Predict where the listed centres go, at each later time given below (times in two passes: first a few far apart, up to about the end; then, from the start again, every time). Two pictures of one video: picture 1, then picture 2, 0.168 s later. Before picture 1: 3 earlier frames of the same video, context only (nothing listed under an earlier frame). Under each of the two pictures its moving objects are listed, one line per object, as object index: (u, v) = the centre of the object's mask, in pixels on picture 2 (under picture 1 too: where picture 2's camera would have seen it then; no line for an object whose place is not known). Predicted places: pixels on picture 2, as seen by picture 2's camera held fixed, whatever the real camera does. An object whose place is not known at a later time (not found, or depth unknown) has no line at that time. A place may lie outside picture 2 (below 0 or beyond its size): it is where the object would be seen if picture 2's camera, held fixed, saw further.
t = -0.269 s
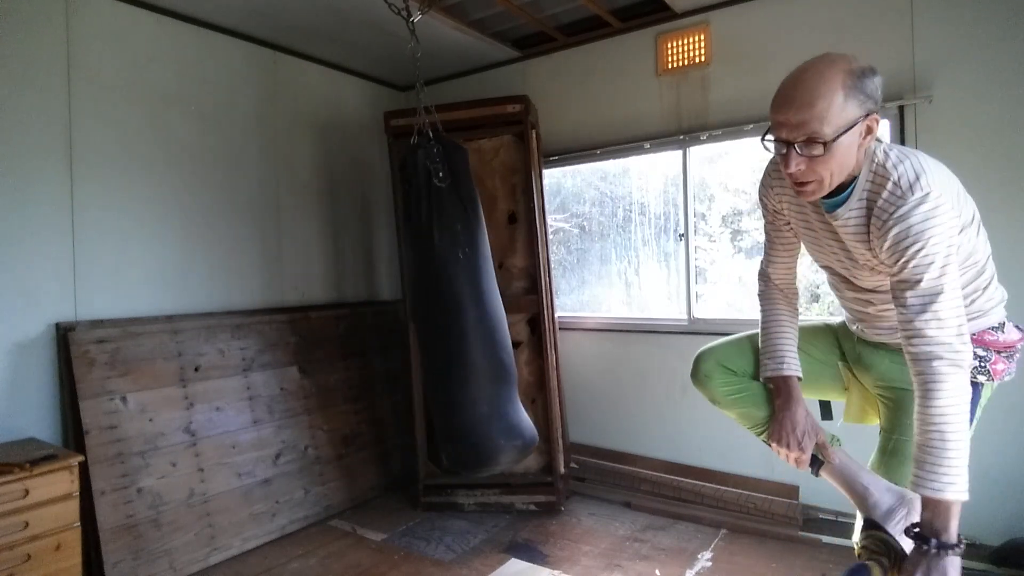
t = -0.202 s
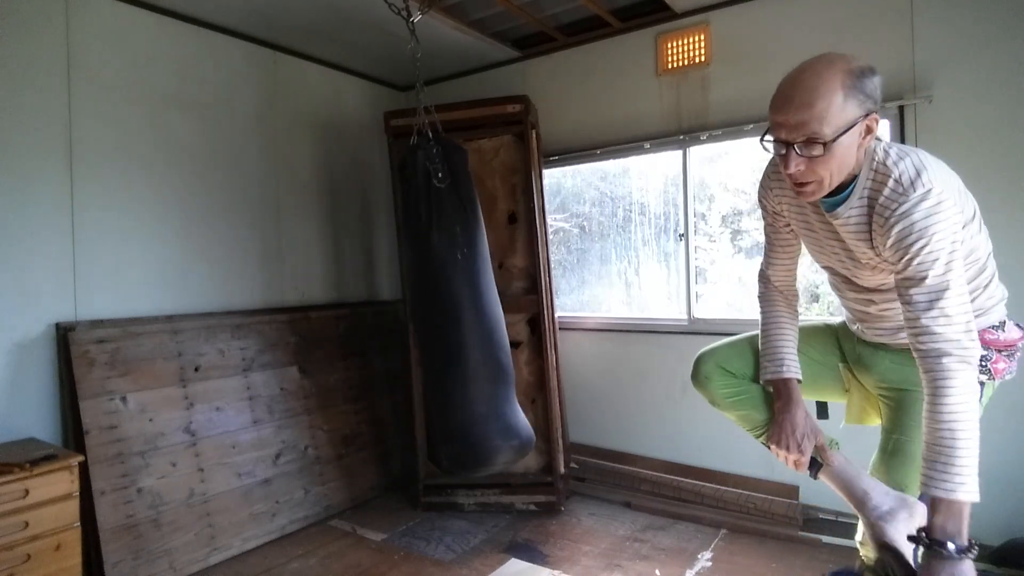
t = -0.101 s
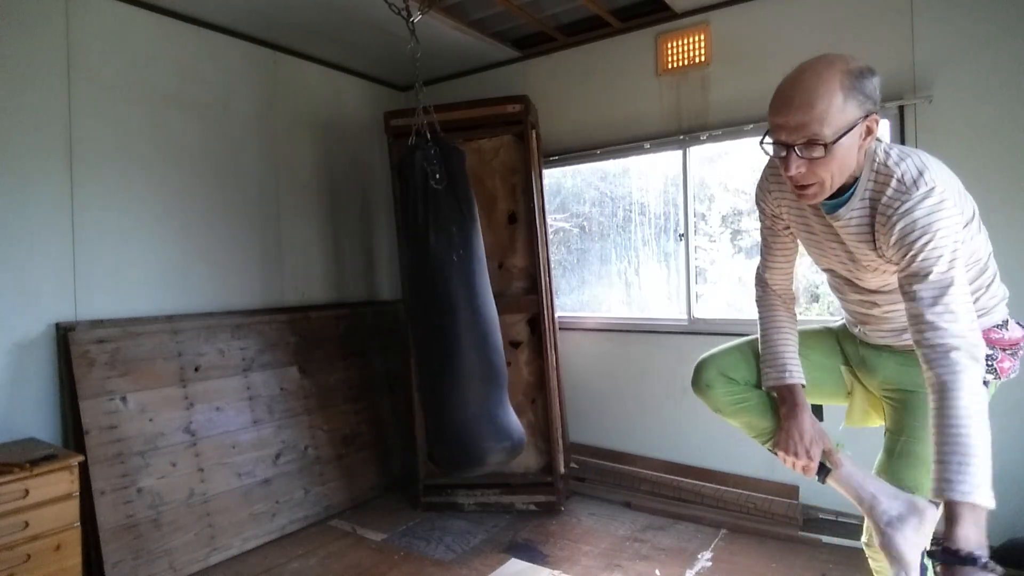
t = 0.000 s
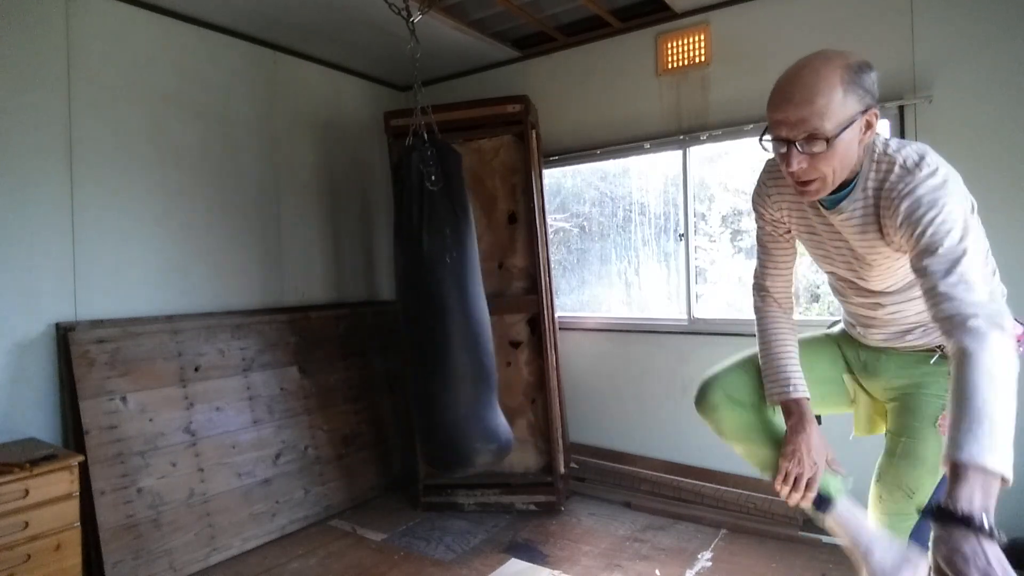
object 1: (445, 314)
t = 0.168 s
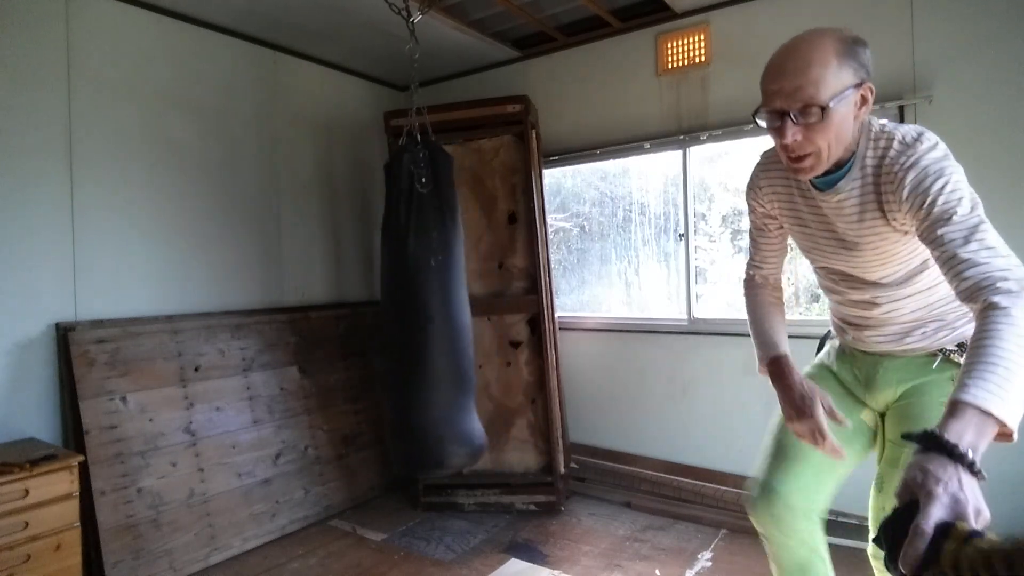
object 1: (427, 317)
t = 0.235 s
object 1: (420, 316)
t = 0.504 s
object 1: (391, 316)
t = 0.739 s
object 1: (379, 315)
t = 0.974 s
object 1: (382, 317)
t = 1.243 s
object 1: (405, 320)
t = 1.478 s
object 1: (433, 319)
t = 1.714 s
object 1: (454, 316)
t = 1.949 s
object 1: (458, 317)
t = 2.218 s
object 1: (446, 315)
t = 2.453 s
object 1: (421, 315)
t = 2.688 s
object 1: (396, 316)
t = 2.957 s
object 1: (379, 315)
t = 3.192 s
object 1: (381, 317)
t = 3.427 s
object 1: (400, 320)
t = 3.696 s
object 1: (432, 318)
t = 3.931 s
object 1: (453, 317)
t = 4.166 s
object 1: (459, 316)
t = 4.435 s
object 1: (447, 315)
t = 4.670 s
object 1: (423, 315)
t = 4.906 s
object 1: (398, 316)
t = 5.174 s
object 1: (380, 315)
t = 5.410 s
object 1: (382, 317)
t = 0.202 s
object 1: (423, 317)
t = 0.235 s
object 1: (420, 316)
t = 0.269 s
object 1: (417, 315)
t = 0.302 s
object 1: (413, 316)
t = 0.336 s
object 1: (409, 316)
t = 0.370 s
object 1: (405, 317)
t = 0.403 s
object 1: (402, 317)
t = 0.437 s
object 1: (398, 316)
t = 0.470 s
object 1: (395, 315)
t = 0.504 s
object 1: (391, 316)
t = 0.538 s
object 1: (389, 315)
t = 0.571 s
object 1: (387, 315)
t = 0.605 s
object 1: (385, 315)
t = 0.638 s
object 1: (382, 315)
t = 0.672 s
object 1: (380, 315)
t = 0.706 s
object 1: (379, 315)
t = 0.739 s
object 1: (379, 315)
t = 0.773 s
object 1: (378, 315)
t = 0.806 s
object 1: (378, 315)
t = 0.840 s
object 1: (378, 316)
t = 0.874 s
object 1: (378, 316)
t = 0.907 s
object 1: (379, 316)
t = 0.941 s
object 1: (380, 317)
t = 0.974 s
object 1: (382, 317)
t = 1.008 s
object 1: (384, 318)
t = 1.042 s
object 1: (386, 318)
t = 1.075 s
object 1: (388, 318)
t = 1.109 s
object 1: (391, 319)
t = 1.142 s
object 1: (395, 319)
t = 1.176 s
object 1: (398, 320)
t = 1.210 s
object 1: (402, 320)
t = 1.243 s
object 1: (405, 320)
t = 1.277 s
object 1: (408, 320)
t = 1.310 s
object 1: (413, 320)
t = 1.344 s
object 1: (417, 320)
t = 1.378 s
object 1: (421, 320)
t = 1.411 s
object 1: (425, 320)
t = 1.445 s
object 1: (429, 320)
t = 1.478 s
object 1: (433, 319)
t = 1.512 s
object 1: (436, 318)
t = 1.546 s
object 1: (439, 320)
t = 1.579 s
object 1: (443, 318)
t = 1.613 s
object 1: (446, 318)
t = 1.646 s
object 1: (449, 317)
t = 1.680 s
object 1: (451, 316)
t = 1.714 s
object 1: (454, 316)
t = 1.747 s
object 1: (455, 316)
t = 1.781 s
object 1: (456, 316)
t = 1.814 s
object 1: (457, 317)
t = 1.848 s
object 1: (458, 316)
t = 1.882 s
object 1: (459, 317)
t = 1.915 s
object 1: (458, 317)
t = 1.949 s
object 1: (458, 317)
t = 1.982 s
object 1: (458, 316)
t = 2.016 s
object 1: (457, 316)
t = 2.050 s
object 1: (456, 315)
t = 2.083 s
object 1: (455, 315)
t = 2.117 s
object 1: (453, 315)
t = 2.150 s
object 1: (451, 315)
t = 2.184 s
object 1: (449, 315)
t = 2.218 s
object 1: (446, 315)
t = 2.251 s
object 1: (443, 315)
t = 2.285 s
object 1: (439, 316)
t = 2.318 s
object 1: (436, 316)
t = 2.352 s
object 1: (433, 315)
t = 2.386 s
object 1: (429, 315)
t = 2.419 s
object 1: (425, 316)
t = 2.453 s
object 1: (421, 315)
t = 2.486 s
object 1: (418, 315)
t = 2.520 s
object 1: (414, 316)
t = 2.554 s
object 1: (410, 316)
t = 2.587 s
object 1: (406, 316)
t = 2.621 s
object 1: (403, 317)
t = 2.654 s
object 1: (399, 317)
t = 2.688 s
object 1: (396, 316)
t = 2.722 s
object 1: (393, 315)
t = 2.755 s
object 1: (390, 315)
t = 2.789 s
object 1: (388, 315)
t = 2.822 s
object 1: (385, 315)
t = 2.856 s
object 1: (383, 315)
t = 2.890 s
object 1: (381, 315)
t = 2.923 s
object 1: (380, 315)
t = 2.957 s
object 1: (379, 315)
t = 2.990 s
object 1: (378, 315)
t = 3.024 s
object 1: (378, 315)
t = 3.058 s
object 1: (378, 315)
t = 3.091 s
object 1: (378, 316)
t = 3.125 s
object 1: (379, 316)
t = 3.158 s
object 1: (379, 317)
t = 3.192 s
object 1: (381, 317)
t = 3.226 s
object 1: (383, 318)
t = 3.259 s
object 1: (386, 318)
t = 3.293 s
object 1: (388, 318)
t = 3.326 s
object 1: (390, 319)
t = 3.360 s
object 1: (393, 319)
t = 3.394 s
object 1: (397, 320)
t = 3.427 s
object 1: (400, 320)
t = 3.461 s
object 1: (404, 320)
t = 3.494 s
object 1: (408, 320)
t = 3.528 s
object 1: (412, 320)
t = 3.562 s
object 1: (416, 320)
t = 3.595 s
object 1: (420, 319)
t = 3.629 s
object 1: (424, 319)
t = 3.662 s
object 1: (428, 319)
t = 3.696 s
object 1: (432, 318)
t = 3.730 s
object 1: (435, 319)
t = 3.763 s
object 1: (439, 318)
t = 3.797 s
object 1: (442, 318)
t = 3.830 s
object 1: (445, 318)
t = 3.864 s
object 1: (448, 318)
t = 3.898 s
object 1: (450, 317)
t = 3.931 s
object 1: (453, 317)
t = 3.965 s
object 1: (454, 317)
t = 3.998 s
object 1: (456, 316)
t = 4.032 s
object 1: (457, 316)
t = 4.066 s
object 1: (458, 317)
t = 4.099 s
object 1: (459, 316)
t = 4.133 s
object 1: (458, 316)
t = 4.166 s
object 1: (459, 316)
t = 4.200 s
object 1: (459, 316)
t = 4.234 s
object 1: (457, 316)
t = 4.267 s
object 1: (456, 316)
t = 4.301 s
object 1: (455, 315)
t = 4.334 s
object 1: (453, 315)
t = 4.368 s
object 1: (452, 316)
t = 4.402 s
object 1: (449, 315)
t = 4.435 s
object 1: (447, 315)
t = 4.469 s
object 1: (444, 316)
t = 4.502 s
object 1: (441, 315)
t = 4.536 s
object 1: (438, 316)
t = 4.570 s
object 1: (434, 316)
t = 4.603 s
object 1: (431, 315)
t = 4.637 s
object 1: (427, 315)
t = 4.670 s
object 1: (423, 315)
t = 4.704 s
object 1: (420, 314)
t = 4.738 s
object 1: (416, 316)
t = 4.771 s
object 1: (412, 316)
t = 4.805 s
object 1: (408, 317)
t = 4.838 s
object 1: (404, 317)
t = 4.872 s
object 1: (401, 316)
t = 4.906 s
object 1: (398, 316)
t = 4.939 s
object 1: (395, 316)
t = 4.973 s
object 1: (392, 316)
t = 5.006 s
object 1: (389, 315)
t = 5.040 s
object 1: (387, 315)
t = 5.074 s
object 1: (385, 315)
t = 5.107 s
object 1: (383, 315)
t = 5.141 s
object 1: (381, 315)
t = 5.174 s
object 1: (380, 315)
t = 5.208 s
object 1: (379, 315)
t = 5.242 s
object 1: (379, 315)
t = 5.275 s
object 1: (379, 316)
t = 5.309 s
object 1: (379, 316)
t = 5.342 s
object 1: (379, 316)
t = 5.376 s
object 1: (380, 316)
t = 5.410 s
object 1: (382, 317)
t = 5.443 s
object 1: (384, 317)
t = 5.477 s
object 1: (386, 318)
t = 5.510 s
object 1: (387, 318)
